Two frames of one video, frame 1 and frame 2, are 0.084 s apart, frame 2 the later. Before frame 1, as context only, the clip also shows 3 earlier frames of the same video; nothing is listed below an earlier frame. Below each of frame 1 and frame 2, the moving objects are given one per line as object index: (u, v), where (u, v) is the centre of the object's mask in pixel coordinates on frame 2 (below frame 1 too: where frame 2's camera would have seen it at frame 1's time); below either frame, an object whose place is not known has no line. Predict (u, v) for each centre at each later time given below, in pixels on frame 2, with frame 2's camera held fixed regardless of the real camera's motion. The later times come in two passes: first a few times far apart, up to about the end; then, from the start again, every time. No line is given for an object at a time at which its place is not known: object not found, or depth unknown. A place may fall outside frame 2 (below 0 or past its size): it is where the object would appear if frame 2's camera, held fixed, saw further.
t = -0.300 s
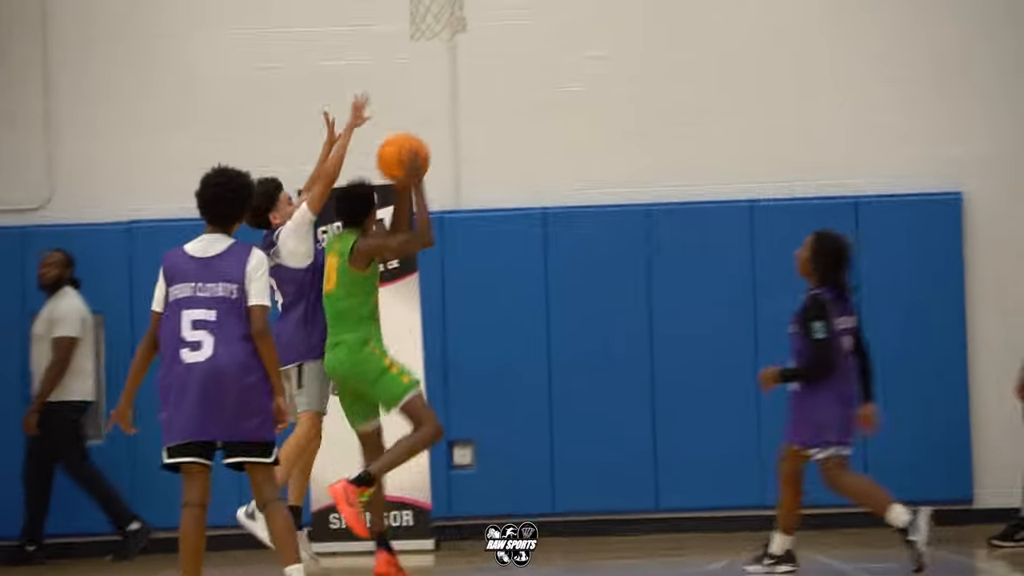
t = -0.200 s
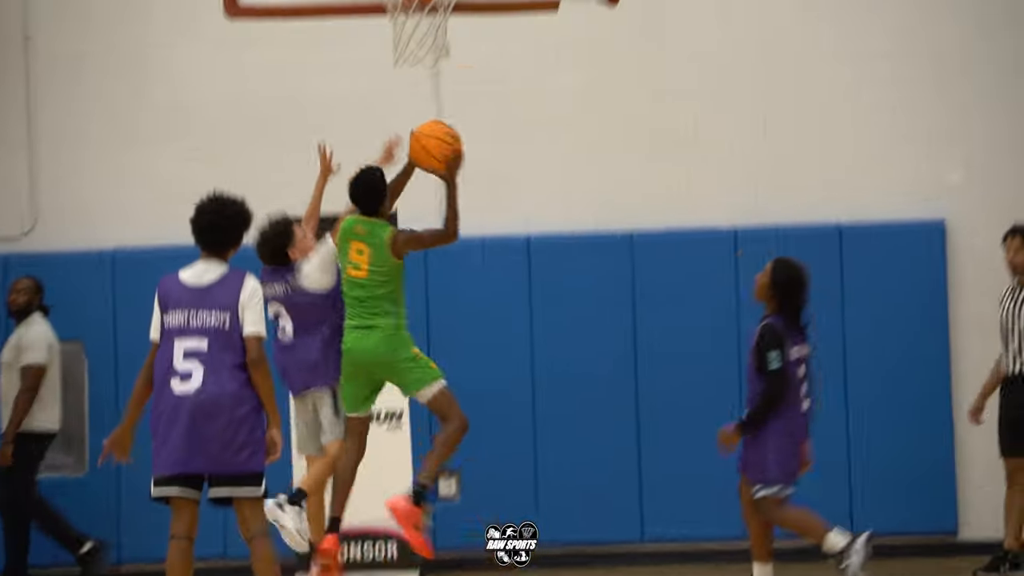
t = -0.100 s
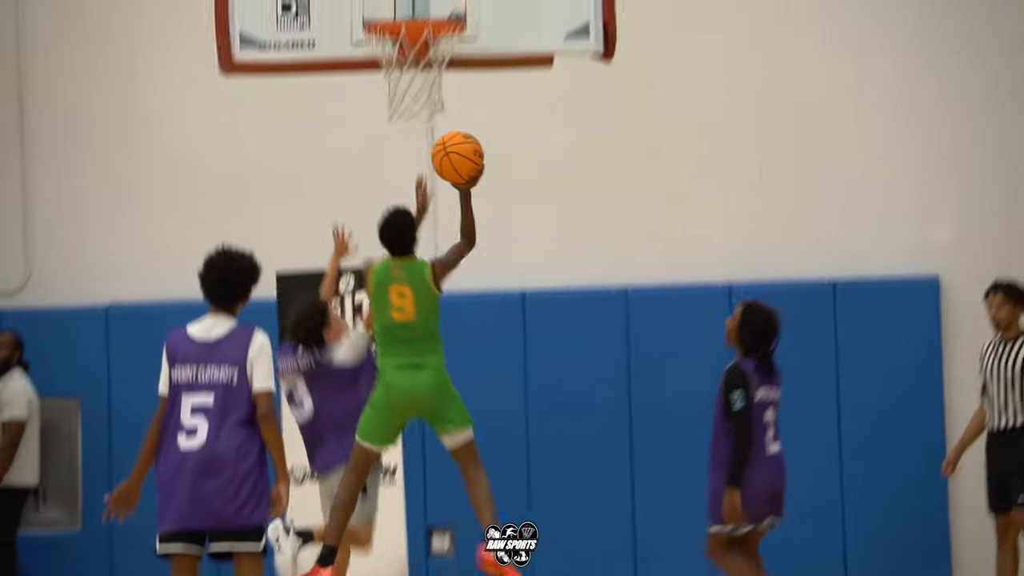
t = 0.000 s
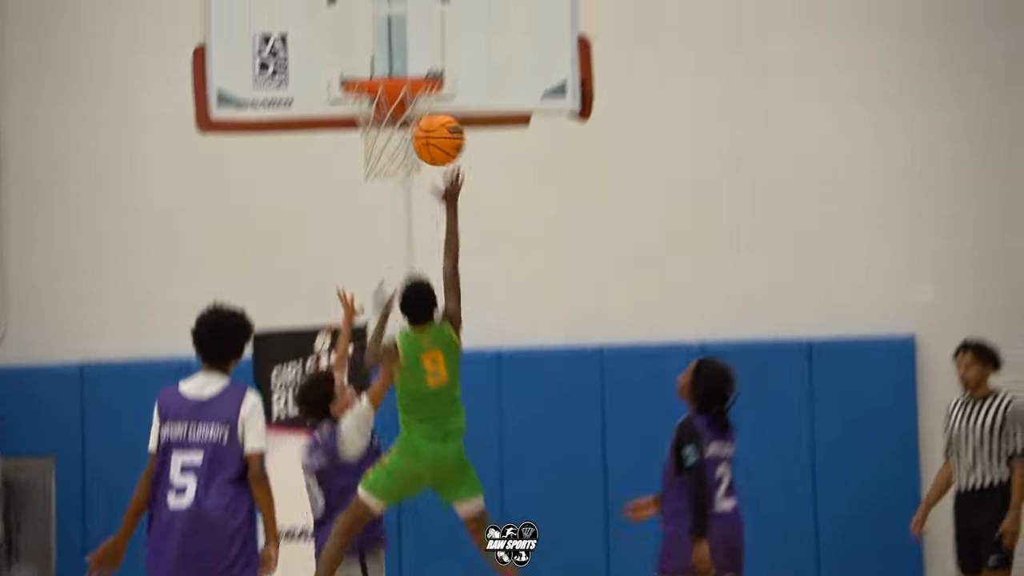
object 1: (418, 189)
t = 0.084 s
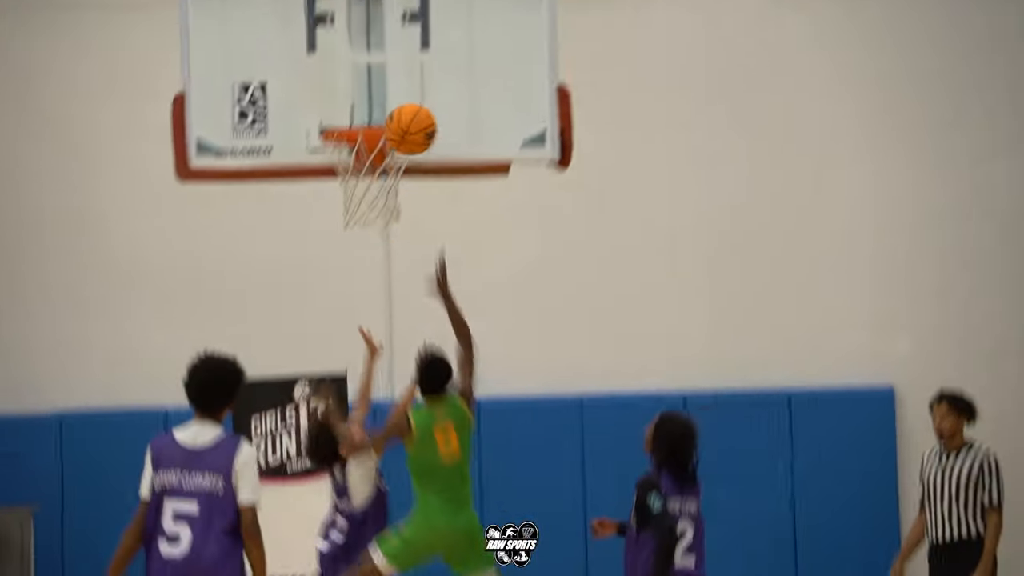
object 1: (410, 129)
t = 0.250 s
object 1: (397, 56)
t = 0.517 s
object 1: (381, 63)
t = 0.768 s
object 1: (370, 73)
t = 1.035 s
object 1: (360, 72)
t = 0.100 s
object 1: (409, 119)
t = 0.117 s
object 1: (408, 110)
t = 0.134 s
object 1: (407, 101)
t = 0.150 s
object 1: (406, 92)
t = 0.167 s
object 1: (404, 85)
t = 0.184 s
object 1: (402, 78)
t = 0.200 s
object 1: (401, 72)
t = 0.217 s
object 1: (400, 66)
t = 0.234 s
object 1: (399, 61)
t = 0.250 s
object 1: (397, 56)
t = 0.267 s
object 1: (396, 52)
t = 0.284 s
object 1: (395, 49)
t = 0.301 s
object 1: (394, 47)
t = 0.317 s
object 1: (393, 45)
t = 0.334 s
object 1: (392, 44)
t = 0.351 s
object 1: (390, 42)
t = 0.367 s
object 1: (389, 42)
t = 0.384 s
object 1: (388, 42)
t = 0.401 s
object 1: (387, 43)
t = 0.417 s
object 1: (386, 44)
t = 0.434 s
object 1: (385, 46)
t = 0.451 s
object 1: (384, 48)
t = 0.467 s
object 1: (383, 51)
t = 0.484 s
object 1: (382, 55)
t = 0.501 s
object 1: (381, 59)
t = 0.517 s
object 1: (381, 63)
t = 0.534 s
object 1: (380, 68)
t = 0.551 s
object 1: (379, 74)
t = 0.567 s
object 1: (378, 80)
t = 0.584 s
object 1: (377, 86)
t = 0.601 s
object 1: (377, 94)
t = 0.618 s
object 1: (376, 102)
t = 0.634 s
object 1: (375, 108)
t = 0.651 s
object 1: (375, 111)
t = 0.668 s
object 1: (374, 108)
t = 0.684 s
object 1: (373, 103)
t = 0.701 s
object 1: (373, 95)
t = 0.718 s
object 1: (372, 89)
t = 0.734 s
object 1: (371, 83)
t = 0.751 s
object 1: (370, 78)
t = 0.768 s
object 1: (370, 73)
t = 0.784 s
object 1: (369, 69)
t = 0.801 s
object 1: (368, 65)
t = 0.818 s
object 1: (367, 63)
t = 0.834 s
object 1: (367, 60)
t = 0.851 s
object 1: (367, 58)
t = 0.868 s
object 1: (366, 56)
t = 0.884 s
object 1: (365, 55)
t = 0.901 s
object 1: (365, 55)
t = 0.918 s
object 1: (364, 55)
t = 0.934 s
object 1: (364, 55)
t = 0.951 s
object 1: (364, 57)
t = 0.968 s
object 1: (363, 59)
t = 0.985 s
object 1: (362, 61)
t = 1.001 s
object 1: (362, 65)
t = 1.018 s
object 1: (361, 68)
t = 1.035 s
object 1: (360, 72)
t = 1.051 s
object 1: (360, 77)
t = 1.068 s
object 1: (359, 82)
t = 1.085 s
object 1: (359, 88)
